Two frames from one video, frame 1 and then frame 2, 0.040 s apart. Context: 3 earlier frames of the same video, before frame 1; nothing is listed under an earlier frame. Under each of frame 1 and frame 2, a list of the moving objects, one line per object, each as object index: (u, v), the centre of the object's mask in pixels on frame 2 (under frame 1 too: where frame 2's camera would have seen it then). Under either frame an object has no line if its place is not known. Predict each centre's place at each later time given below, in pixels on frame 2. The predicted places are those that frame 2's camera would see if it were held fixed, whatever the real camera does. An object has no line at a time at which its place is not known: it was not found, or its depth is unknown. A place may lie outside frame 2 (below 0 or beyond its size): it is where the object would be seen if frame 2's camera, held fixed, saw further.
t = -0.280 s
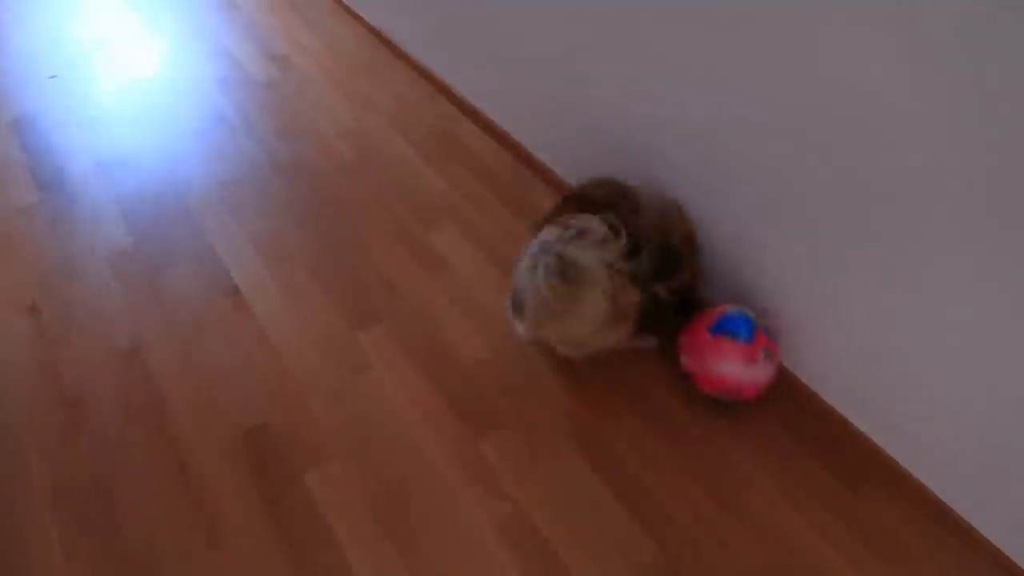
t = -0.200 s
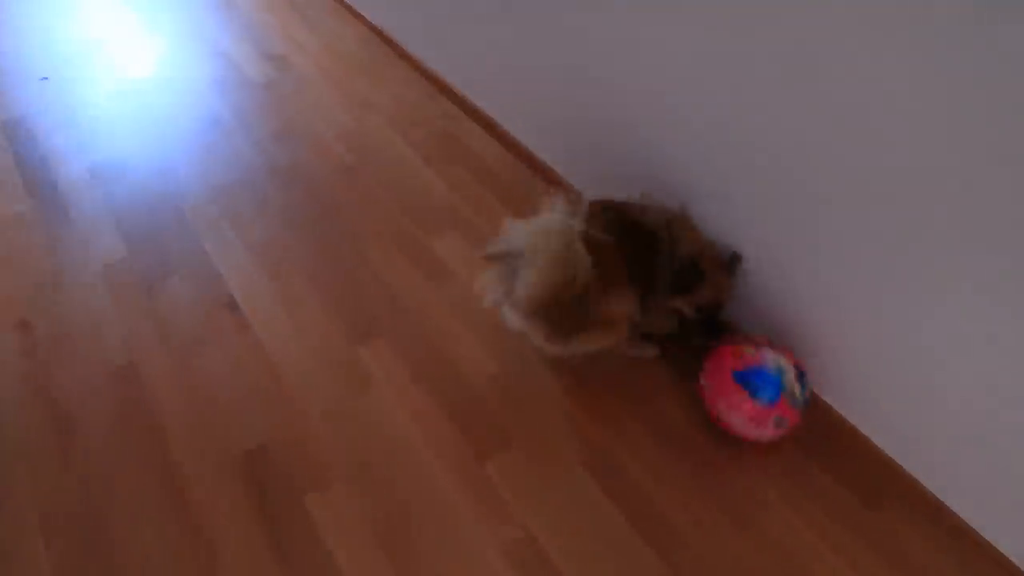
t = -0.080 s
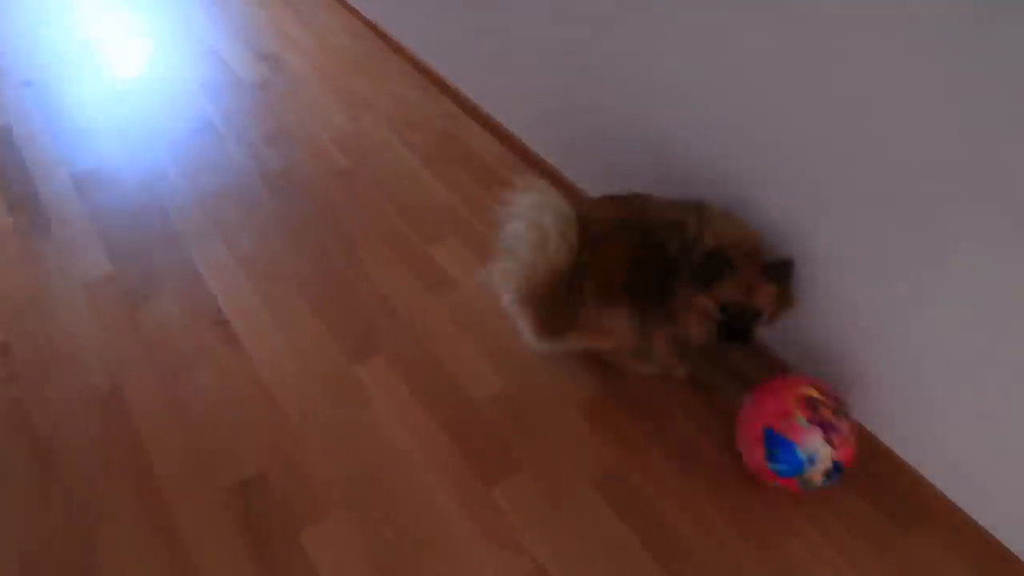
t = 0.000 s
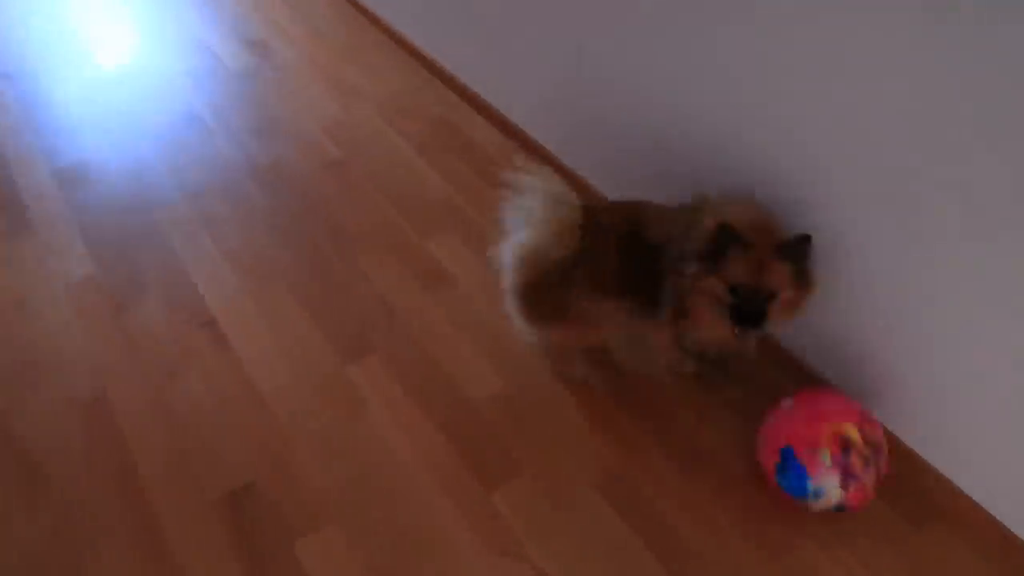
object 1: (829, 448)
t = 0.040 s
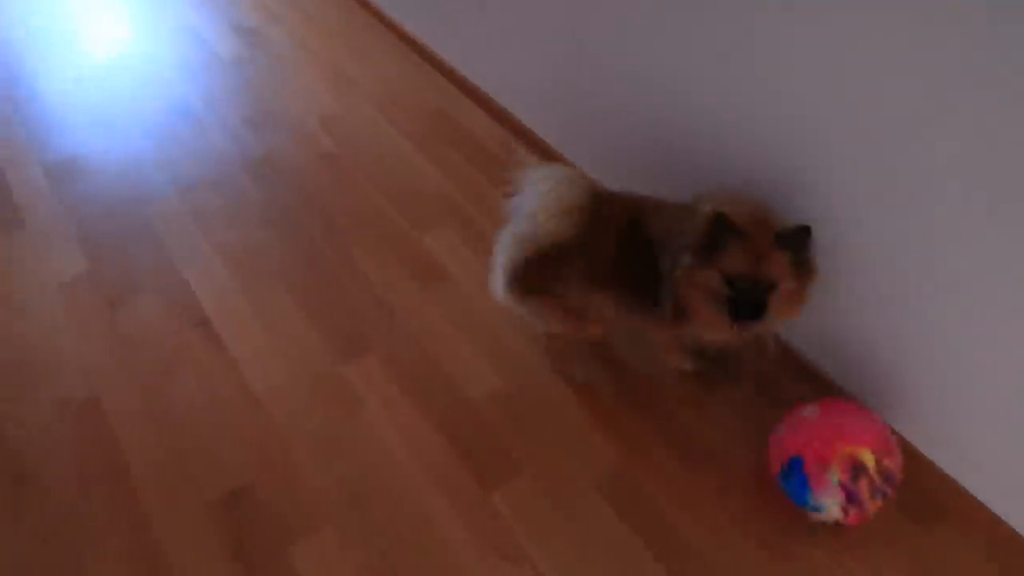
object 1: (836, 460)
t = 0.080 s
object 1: (845, 471)
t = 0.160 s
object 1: (854, 486)
